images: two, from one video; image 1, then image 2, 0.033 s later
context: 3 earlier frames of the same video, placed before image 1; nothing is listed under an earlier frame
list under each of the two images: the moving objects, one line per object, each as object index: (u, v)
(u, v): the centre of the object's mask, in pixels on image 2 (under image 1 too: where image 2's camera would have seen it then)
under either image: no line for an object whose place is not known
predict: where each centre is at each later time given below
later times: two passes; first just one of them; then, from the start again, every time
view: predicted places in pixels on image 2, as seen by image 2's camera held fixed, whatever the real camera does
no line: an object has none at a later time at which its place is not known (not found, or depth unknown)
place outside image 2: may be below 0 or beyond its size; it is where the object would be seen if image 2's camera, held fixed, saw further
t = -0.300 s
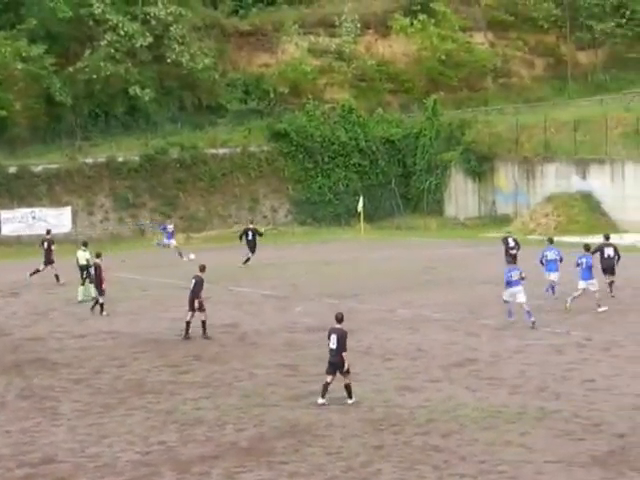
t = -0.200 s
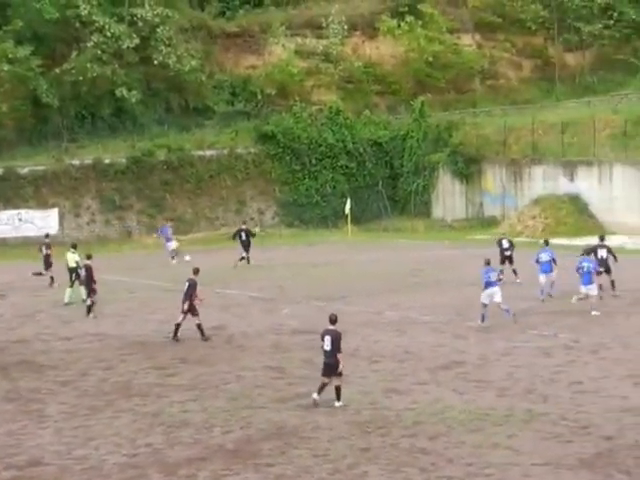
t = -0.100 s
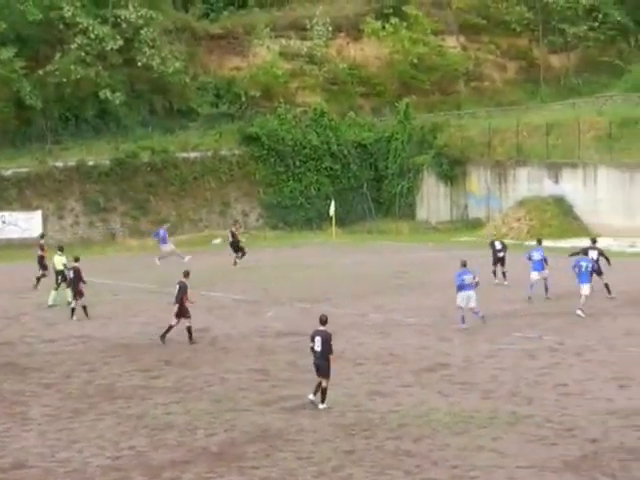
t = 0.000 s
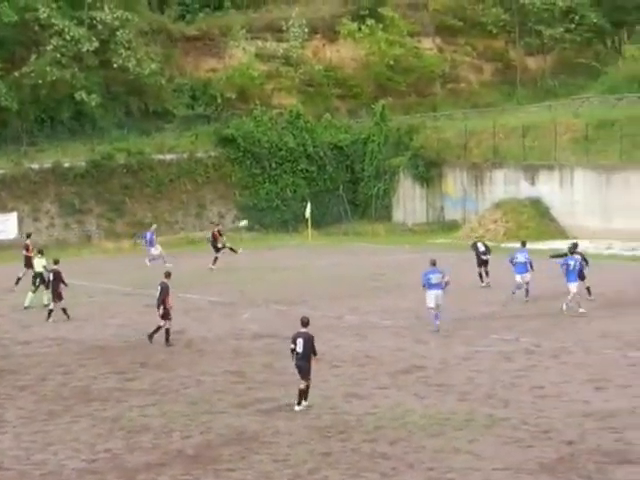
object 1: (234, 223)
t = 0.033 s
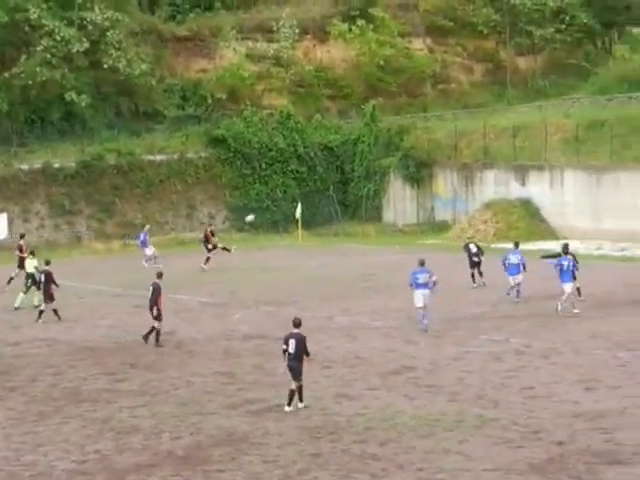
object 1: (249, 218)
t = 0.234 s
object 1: (340, 190)
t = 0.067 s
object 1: (265, 212)
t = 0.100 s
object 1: (280, 207)
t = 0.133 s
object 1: (295, 203)
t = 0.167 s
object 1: (310, 198)
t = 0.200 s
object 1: (325, 194)
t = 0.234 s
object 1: (340, 190)
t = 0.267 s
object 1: (355, 186)
